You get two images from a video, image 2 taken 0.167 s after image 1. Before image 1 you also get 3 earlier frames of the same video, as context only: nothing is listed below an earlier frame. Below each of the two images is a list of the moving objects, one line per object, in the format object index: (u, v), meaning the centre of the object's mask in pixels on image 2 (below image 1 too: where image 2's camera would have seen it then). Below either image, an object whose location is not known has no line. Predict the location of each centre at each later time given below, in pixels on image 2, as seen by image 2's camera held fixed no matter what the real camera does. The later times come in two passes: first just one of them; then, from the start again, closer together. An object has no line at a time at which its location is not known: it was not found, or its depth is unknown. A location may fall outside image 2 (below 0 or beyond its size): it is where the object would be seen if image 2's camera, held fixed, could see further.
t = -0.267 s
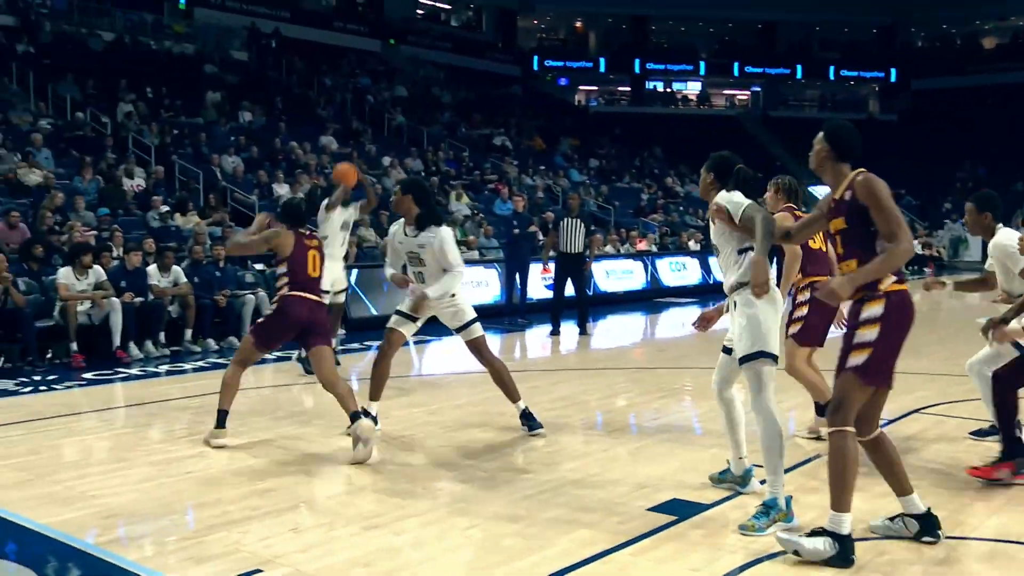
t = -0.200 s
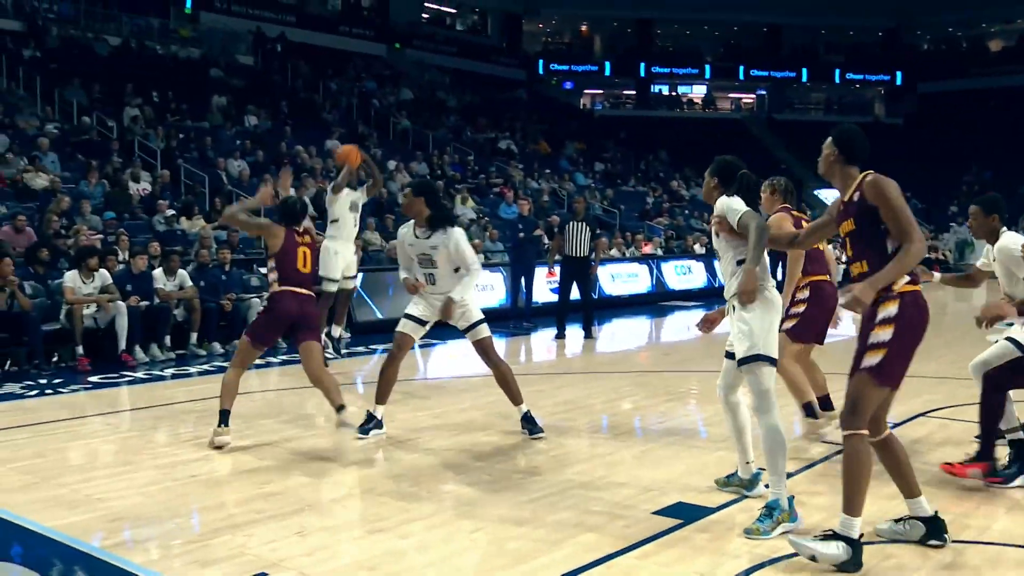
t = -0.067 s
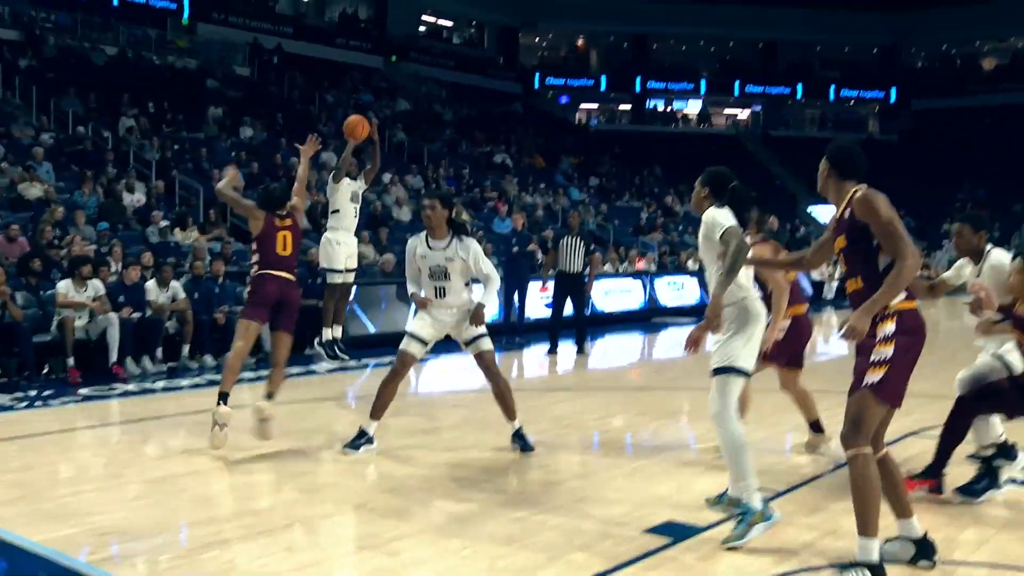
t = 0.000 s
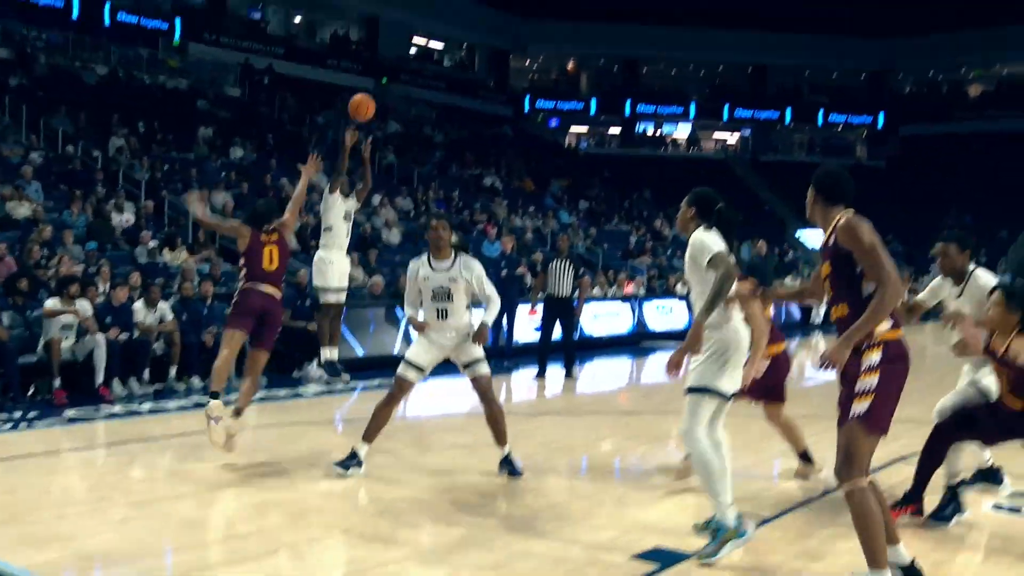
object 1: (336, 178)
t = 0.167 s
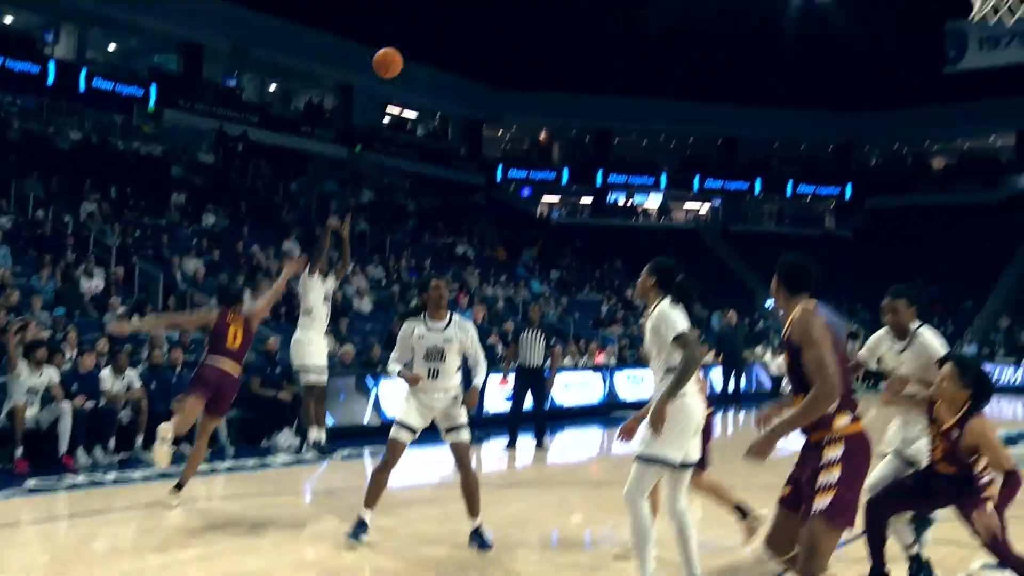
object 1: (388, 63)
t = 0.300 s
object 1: (437, -21)
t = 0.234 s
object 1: (411, 20)
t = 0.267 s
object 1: (424, -1)
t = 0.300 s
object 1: (437, -21)
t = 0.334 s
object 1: (450, -41)
